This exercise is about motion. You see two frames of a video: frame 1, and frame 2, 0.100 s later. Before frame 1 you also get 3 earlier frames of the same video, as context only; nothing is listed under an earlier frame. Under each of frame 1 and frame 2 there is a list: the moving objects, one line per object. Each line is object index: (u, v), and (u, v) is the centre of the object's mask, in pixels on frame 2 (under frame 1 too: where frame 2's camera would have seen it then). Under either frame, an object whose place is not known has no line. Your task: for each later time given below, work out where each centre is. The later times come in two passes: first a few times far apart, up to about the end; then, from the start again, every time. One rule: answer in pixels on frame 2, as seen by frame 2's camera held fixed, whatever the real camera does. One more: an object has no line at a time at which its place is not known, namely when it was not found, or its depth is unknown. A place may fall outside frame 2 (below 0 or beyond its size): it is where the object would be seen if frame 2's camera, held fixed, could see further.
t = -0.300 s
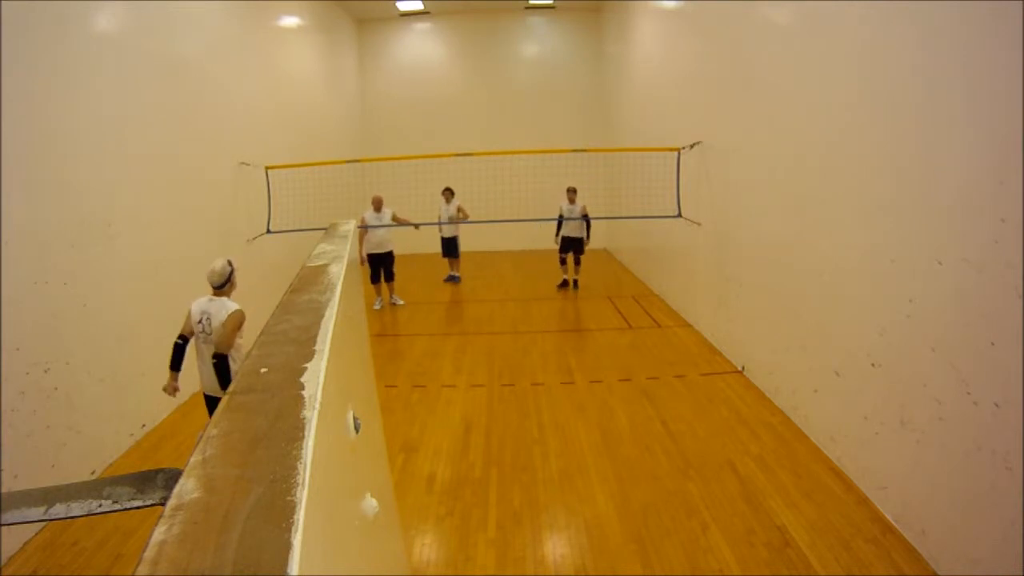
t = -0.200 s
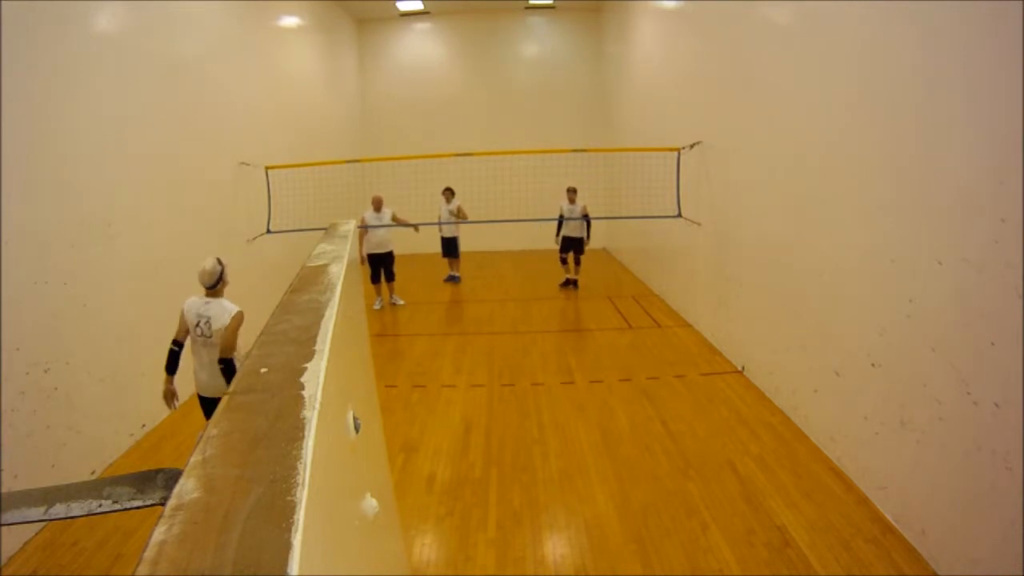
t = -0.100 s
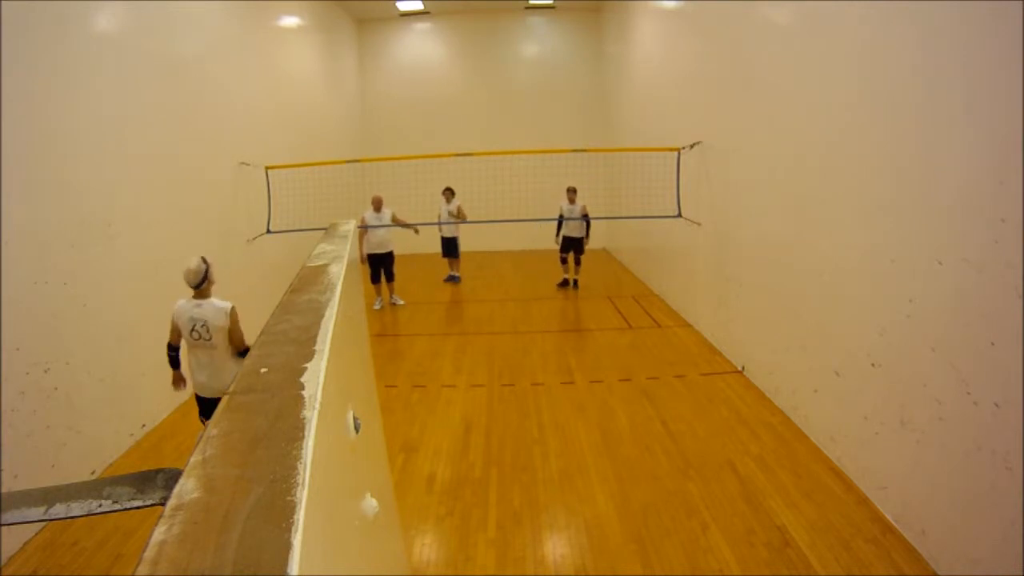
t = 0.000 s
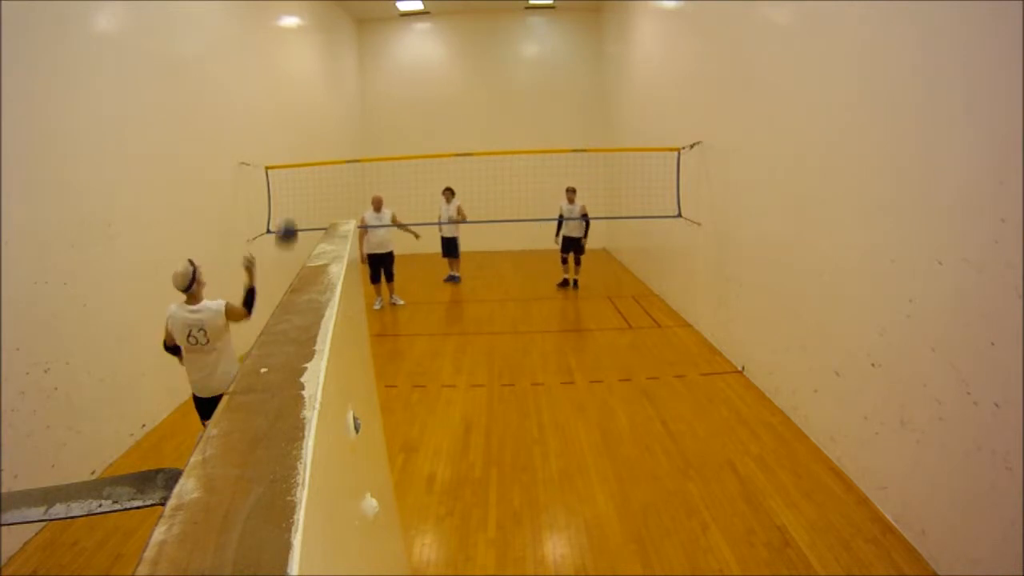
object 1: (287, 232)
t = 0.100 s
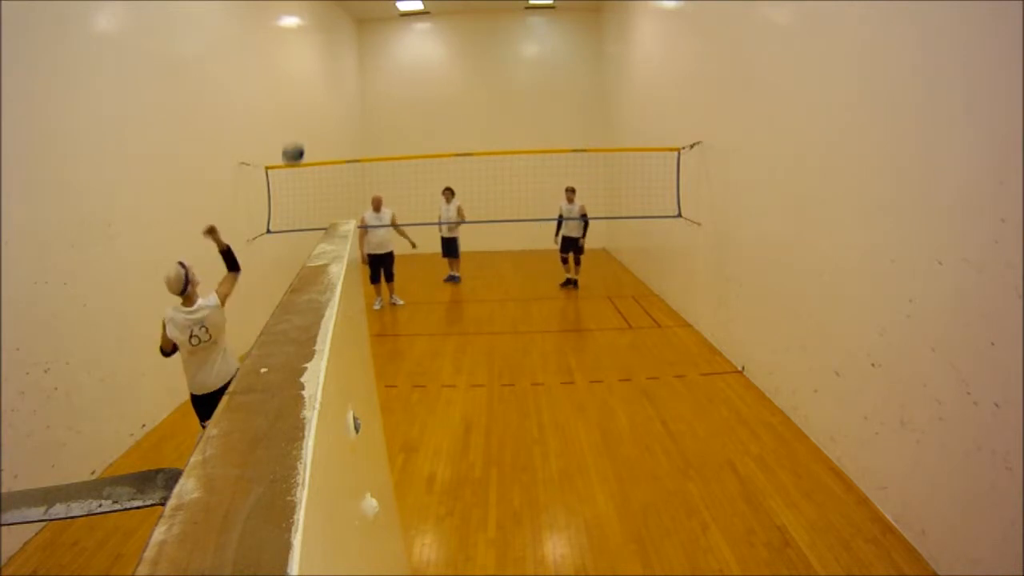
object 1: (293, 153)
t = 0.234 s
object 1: (304, 86)
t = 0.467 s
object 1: (322, 38)
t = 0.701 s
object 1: (335, 38)
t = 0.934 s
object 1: (346, 67)
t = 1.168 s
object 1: (356, 115)
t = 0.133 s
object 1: (295, 132)
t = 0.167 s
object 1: (298, 114)
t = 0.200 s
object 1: (301, 99)
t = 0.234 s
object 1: (304, 86)
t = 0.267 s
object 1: (307, 75)
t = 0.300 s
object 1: (309, 66)
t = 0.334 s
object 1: (312, 58)
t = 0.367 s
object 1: (314, 51)
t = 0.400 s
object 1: (317, 45)
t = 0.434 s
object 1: (320, 41)
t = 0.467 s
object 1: (322, 38)
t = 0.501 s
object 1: (324, 36)
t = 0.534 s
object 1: (326, 34)
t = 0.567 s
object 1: (328, 34)
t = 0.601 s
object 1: (330, 34)
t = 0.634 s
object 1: (331, 34)
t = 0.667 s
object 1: (333, 36)
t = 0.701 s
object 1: (335, 38)
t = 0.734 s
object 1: (337, 41)
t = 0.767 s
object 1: (338, 44)
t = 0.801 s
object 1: (339, 48)
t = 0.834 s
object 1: (341, 52)
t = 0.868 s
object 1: (343, 56)
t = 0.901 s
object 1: (344, 61)
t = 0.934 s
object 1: (346, 67)
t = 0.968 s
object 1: (347, 72)
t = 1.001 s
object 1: (349, 79)
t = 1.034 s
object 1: (350, 86)
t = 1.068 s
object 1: (351, 92)
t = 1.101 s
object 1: (353, 99)
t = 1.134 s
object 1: (354, 107)
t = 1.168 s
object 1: (356, 115)
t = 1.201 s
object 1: (357, 123)
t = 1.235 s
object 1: (358, 132)
